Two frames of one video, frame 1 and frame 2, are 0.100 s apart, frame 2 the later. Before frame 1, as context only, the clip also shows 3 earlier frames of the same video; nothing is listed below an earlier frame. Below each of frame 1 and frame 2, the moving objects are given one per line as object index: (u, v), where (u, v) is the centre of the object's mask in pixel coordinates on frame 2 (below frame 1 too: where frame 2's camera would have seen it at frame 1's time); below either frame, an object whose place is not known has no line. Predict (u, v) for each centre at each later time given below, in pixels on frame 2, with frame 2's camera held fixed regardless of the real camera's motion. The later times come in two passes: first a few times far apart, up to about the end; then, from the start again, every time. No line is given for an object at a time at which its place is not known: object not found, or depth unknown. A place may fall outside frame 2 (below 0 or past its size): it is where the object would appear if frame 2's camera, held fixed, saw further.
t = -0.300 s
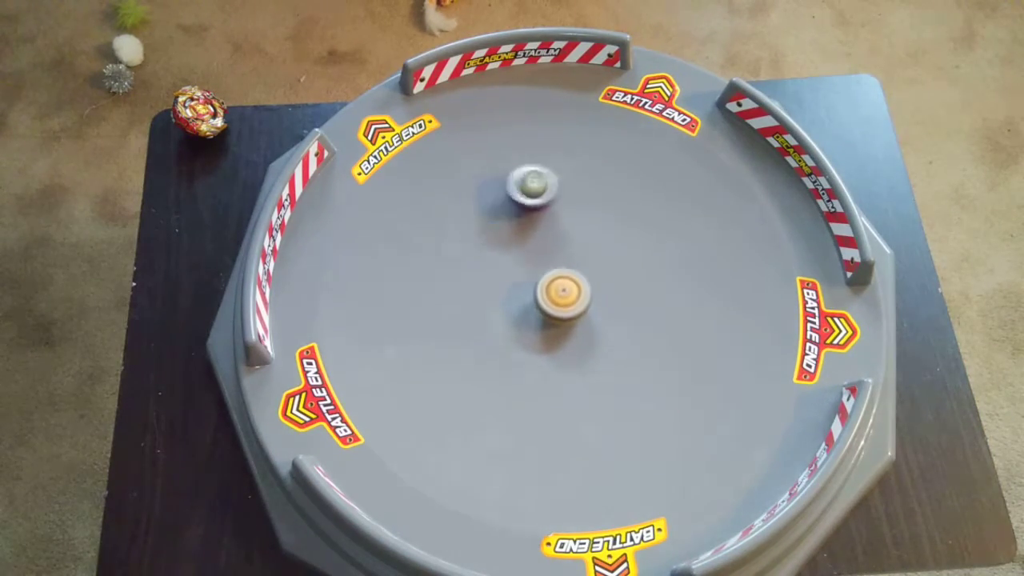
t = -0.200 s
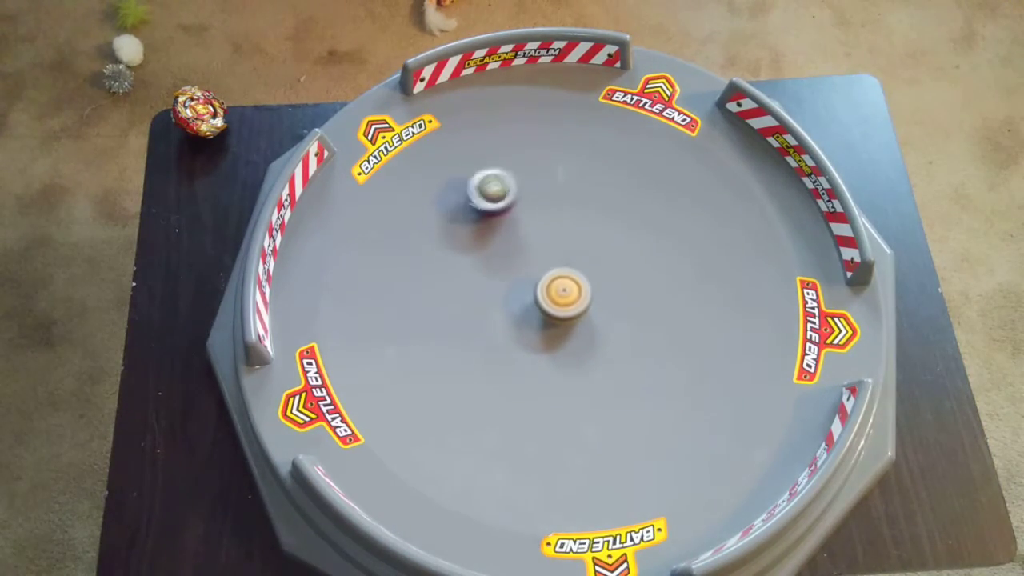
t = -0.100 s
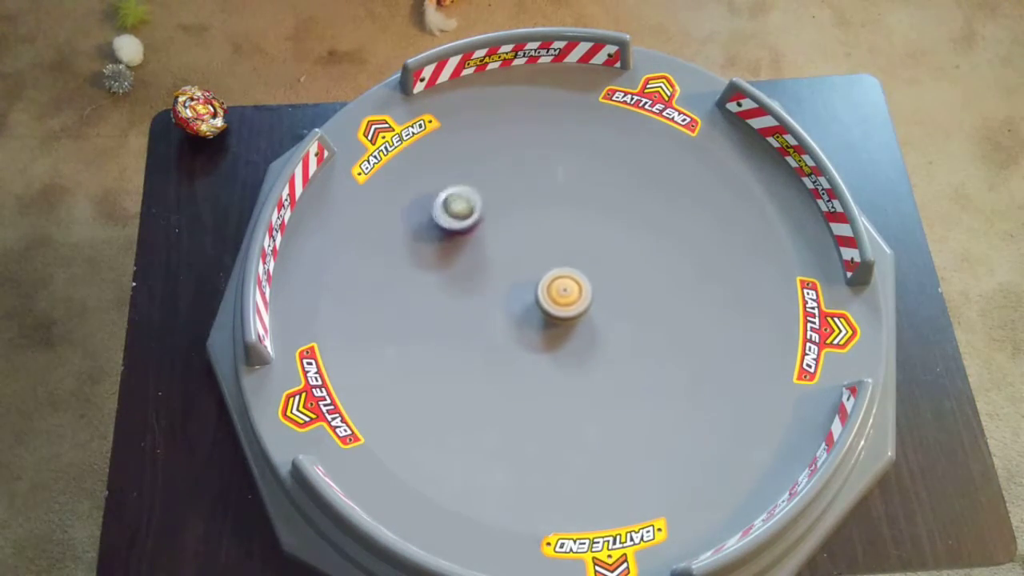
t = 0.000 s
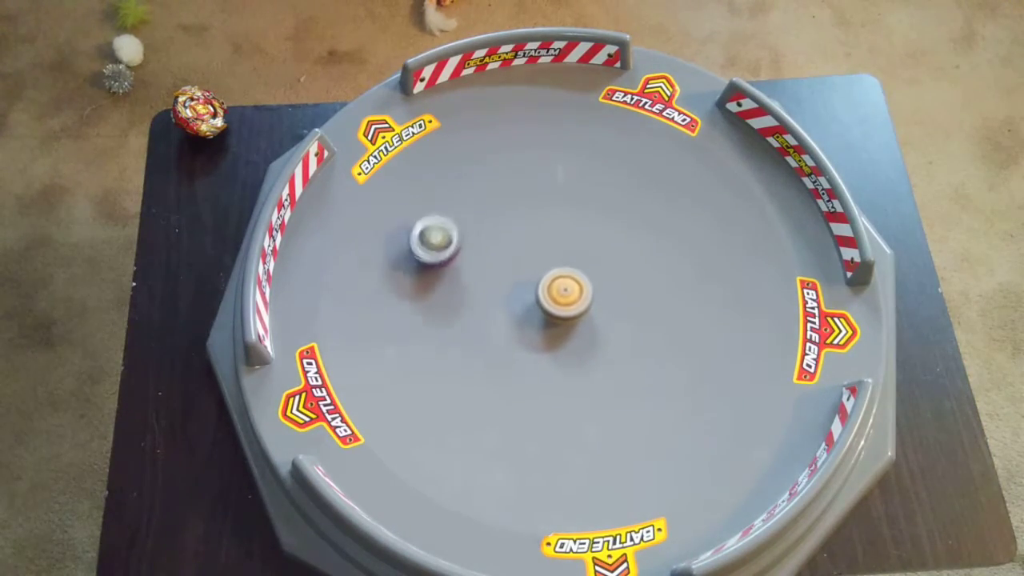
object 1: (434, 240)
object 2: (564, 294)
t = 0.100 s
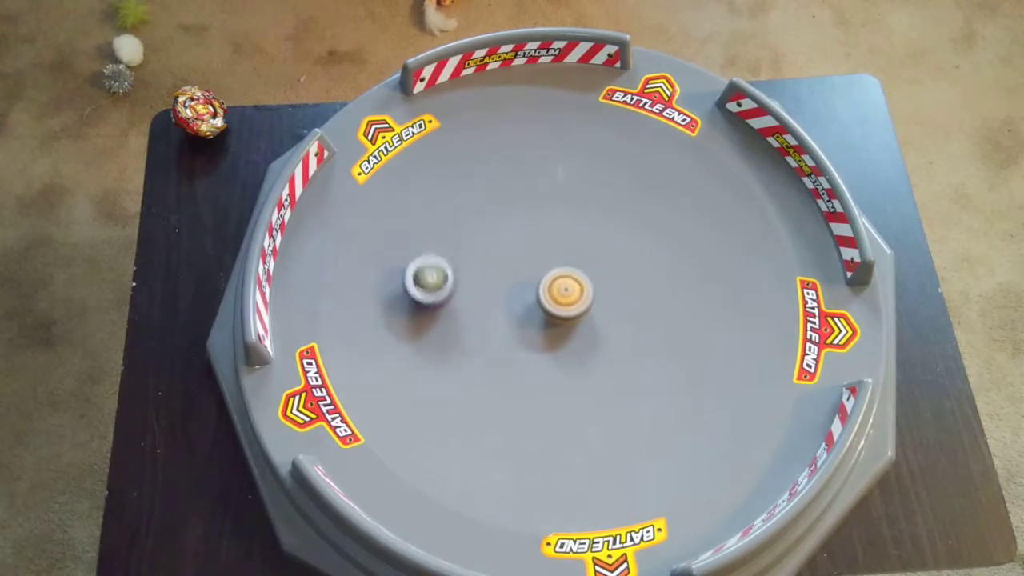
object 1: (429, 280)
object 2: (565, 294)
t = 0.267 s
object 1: (464, 341)
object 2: (566, 295)
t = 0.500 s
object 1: (564, 378)
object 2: (568, 294)
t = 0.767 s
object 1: (673, 341)
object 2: (569, 294)
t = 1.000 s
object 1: (699, 261)
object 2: (570, 295)
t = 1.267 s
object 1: (630, 192)
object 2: (570, 296)
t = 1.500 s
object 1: (538, 206)
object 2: (570, 298)
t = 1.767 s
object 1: (479, 284)
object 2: (569, 298)
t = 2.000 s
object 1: (483, 366)
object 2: (568, 298)
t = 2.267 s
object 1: (563, 423)
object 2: (566, 298)
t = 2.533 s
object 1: (656, 383)
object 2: (565, 297)
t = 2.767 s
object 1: (666, 298)
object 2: (565, 296)
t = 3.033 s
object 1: (608, 223)
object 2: (565, 295)
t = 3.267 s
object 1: (534, 198)
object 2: (565, 295)
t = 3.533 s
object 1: (458, 230)
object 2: (566, 294)
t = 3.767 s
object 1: (449, 299)
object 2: (567, 295)
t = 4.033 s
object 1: (521, 359)
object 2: (568, 295)
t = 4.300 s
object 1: (618, 359)
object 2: (567, 296)
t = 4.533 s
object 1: (678, 315)
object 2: (567, 297)
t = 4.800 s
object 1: (670, 242)
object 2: (566, 298)
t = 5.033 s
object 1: (607, 212)
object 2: (566, 298)
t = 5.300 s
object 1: (528, 239)
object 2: (565, 298)
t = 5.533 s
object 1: (490, 302)
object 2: (564, 298)
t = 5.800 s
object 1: (511, 376)
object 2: (564, 298)
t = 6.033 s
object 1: (576, 399)
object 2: (564, 297)
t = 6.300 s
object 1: (636, 353)
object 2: (564, 297)
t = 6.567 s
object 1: (632, 282)
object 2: (565, 297)
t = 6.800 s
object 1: (590, 233)
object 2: (566, 297)
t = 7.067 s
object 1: (527, 219)
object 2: (567, 298)
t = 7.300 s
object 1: (488, 246)
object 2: (568, 298)
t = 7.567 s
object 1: (491, 299)
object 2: (568, 297)
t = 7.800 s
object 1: (535, 348)
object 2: (576, 290)
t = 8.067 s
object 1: (581, 386)
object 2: (579, 283)
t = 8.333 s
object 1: (628, 367)
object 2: (578, 282)
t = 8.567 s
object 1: (630, 320)
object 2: (575, 283)
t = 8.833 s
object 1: (633, 286)
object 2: (554, 279)
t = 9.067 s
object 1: (608, 265)
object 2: (546, 279)
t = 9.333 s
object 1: (601, 261)
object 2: (515, 285)
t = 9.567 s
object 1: (636, 264)
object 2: (511, 283)
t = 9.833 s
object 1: (662, 274)
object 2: (519, 279)
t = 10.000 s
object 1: (660, 281)
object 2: (527, 279)
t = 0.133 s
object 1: (431, 293)
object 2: (565, 294)
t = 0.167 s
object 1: (436, 306)
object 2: (565, 294)
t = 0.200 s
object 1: (444, 319)
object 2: (566, 295)
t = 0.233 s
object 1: (453, 331)
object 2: (566, 294)
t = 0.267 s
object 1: (464, 341)
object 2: (566, 295)
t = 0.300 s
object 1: (476, 351)
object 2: (566, 294)
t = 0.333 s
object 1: (490, 359)
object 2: (567, 294)
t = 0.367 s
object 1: (504, 366)
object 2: (567, 294)
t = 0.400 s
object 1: (519, 371)
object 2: (567, 294)
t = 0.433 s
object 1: (534, 375)
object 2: (567, 294)
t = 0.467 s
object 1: (550, 377)
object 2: (567, 294)
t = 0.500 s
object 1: (564, 378)
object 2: (568, 294)
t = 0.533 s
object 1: (580, 378)
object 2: (568, 294)
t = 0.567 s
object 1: (595, 377)
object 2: (568, 294)
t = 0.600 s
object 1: (609, 374)
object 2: (568, 294)
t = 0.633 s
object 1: (624, 370)
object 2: (568, 294)
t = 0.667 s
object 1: (638, 365)
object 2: (568, 294)
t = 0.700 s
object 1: (650, 358)
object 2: (569, 294)
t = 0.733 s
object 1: (662, 350)
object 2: (569, 294)
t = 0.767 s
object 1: (673, 341)
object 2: (569, 294)
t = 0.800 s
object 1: (681, 332)
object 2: (569, 295)
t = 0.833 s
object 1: (689, 320)
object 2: (570, 295)
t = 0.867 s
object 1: (694, 309)
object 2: (570, 295)
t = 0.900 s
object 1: (698, 298)
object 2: (570, 295)
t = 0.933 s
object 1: (700, 285)
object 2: (570, 295)
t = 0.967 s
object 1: (701, 273)
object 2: (570, 295)
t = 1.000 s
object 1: (699, 261)
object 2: (570, 295)
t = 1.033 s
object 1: (696, 249)
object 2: (570, 296)
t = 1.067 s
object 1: (691, 238)
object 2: (570, 296)
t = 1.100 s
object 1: (684, 227)
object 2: (570, 296)
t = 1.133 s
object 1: (676, 218)
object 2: (570, 296)
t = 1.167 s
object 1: (666, 209)
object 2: (570, 296)
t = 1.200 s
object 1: (655, 202)
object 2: (570, 296)
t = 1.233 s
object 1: (643, 197)
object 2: (570, 296)
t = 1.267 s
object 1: (630, 192)
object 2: (570, 296)
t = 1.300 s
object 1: (617, 189)
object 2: (570, 296)
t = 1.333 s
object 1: (603, 188)
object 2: (570, 297)
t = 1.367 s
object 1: (590, 188)
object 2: (570, 298)
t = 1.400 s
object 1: (576, 191)
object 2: (570, 298)
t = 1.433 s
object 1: (562, 194)
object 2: (570, 298)
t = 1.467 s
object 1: (550, 199)
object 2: (570, 298)
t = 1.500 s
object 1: (538, 206)
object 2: (570, 298)
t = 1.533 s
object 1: (528, 213)
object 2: (570, 298)
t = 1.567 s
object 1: (517, 221)
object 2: (570, 298)
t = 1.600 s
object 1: (509, 230)
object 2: (570, 298)
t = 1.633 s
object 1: (500, 240)
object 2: (570, 298)
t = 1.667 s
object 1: (493, 250)
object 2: (570, 298)
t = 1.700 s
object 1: (487, 261)
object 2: (570, 298)
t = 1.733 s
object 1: (482, 272)
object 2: (569, 298)
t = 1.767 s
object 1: (479, 284)
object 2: (569, 298)
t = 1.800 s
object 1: (476, 295)
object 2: (569, 298)
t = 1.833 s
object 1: (474, 308)
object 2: (569, 298)
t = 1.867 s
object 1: (474, 320)
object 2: (569, 298)
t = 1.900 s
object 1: (474, 331)
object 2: (569, 298)
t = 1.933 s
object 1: (476, 343)
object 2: (568, 298)
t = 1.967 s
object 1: (479, 354)
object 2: (568, 298)
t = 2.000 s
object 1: (483, 366)
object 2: (568, 298)
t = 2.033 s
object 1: (490, 376)
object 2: (567, 298)
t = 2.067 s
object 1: (496, 386)
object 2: (567, 298)
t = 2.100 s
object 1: (505, 395)
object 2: (567, 298)
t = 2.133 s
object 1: (514, 403)
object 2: (567, 298)
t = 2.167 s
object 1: (525, 411)
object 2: (567, 298)
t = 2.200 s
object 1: (537, 416)
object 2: (566, 298)
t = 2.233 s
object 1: (549, 421)
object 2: (566, 298)
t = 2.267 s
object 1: (563, 423)
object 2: (566, 298)
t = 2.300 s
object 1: (576, 424)
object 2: (566, 298)
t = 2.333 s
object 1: (590, 423)
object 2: (566, 298)
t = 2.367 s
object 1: (603, 421)
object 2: (566, 298)
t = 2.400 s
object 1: (616, 416)
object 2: (566, 297)
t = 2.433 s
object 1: (628, 410)
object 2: (565, 297)
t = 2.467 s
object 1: (639, 402)
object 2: (565, 297)
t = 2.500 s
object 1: (648, 393)
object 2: (565, 297)
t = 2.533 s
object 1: (656, 383)
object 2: (565, 297)
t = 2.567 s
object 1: (663, 372)
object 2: (565, 297)
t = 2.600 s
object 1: (667, 360)
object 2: (565, 297)
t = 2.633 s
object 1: (670, 348)
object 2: (565, 297)
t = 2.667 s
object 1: (672, 335)
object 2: (565, 297)
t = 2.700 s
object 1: (671, 323)
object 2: (565, 297)
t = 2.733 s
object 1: (670, 310)
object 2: (565, 296)
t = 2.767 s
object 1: (666, 298)
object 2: (565, 296)
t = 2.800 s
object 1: (662, 286)
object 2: (565, 296)
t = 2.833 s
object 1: (657, 275)
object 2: (565, 297)
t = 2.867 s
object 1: (651, 264)
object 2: (565, 296)
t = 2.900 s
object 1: (643, 255)
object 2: (565, 296)
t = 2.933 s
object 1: (635, 246)
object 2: (565, 296)
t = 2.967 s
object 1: (627, 237)
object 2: (565, 295)
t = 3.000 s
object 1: (618, 230)
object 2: (565, 295)
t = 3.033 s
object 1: (608, 223)
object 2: (565, 295)
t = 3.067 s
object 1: (599, 217)
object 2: (565, 295)
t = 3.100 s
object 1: (588, 212)
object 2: (566, 295)
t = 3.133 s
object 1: (578, 207)
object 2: (565, 295)
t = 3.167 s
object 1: (567, 203)
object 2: (566, 295)
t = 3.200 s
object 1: (556, 200)
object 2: (566, 295)
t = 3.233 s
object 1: (545, 199)
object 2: (565, 295)
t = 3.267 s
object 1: (534, 198)
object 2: (565, 295)
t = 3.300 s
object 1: (523, 198)
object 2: (565, 295)
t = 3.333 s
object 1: (512, 199)
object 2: (565, 295)
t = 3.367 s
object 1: (501, 202)
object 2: (565, 295)
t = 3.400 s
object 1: (491, 205)
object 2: (565, 295)
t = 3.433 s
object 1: (481, 210)
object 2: (566, 294)
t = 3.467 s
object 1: (472, 216)
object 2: (566, 294)
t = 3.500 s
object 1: (464, 222)
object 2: (566, 294)
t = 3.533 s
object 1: (458, 230)
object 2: (566, 294)
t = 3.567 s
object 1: (452, 239)
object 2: (566, 294)
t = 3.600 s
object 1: (448, 248)
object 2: (567, 294)
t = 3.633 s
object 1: (446, 258)
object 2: (567, 294)
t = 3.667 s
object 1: (444, 268)
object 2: (567, 294)
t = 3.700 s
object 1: (444, 279)
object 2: (567, 295)
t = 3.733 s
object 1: (446, 289)
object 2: (567, 295)
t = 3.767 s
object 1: (449, 299)
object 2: (567, 295)
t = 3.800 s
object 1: (454, 309)
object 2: (567, 295)
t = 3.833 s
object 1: (460, 319)
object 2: (567, 295)
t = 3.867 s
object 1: (469, 328)
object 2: (567, 295)
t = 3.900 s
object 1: (478, 336)
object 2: (567, 295)
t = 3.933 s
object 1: (488, 344)
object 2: (567, 295)
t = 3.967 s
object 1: (498, 349)
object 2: (567, 295)
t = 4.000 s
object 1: (510, 355)
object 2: (567, 295)
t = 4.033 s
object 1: (521, 359)
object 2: (568, 295)
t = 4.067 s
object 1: (534, 361)
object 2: (568, 295)
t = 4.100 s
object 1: (546, 364)
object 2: (568, 295)
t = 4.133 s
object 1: (558, 365)
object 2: (568, 295)
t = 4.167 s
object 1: (571, 366)
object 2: (568, 296)
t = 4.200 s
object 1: (582, 365)
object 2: (568, 296)
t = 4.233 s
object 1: (595, 365)
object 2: (567, 296)
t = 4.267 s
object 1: (607, 363)
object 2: (567, 296)
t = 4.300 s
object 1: (618, 359)
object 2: (567, 296)
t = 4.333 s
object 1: (629, 356)
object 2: (567, 296)
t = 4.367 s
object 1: (639, 351)
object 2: (567, 296)
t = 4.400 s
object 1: (649, 346)
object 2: (567, 296)
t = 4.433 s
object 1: (658, 339)
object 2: (567, 296)
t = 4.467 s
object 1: (666, 332)
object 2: (567, 296)
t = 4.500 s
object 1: (673, 323)
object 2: (567, 296)
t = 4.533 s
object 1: (678, 315)
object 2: (567, 297)
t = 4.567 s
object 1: (682, 306)
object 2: (567, 297)
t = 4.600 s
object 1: (685, 296)
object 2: (567, 297)
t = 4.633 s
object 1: (686, 287)
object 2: (567, 297)
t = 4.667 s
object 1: (685, 277)
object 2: (566, 297)
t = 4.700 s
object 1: (684, 268)
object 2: (566, 298)
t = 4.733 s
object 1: (681, 259)
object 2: (566, 298)
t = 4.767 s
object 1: (676, 250)
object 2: (566, 298)
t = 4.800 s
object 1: (670, 242)
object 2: (566, 298)
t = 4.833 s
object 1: (664, 236)
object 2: (566, 298)
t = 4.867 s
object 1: (656, 229)
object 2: (566, 298)
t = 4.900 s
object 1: (647, 224)
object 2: (566, 298)
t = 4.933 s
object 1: (638, 220)
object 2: (566, 298)
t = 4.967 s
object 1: (628, 216)
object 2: (566, 298)
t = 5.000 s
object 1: (618, 214)
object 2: (566, 298)
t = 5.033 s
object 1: (607, 212)
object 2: (566, 298)
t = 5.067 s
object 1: (596, 213)
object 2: (565, 298)
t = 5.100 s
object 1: (586, 214)
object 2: (565, 298)
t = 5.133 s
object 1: (575, 216)
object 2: (565, 298)
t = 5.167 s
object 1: (565, 219)
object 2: (565, 298)
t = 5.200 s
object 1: (556, 223)
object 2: (565, 298)
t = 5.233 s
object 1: (546, 228)
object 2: (565, 298)
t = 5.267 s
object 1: (537, 233)
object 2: (565, 298)
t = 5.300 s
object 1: (528, 239)
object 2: (565, 298)
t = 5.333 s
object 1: (520, 246)
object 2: (565, 298)
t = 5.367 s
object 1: (512, 255)
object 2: (565, 298)
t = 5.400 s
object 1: (506, 263)
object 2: (564, 298)
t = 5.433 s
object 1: (500, 272)
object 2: (564, 298)
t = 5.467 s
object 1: (496, 282)
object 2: (564, 298)
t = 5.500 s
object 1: (492, 292)
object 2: (564, 298)
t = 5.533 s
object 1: (490, 302)
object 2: (564, 298)
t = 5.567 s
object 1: (488, 312)
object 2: (564, 298)
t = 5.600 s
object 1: (489, 323)
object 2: (564, 298)
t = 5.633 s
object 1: (490, 333)
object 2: (564, 298)
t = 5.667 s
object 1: (493, 342)
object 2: (564, 298)
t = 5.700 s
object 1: (496, 352)
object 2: (564, 298)
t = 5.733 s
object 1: (500, 360)
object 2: (564, 298)
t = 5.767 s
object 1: (504, 368)
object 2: (564, 298)
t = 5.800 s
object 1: (511, 376)
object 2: (564, 298)
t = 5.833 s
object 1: (518, 382)
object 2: (564, 298)
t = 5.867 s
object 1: (526, 388)
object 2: (564, 297)
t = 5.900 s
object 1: (536, 394)
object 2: (564, 297)
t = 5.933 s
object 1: (545, 397)
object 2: (564, 297)
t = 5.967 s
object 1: (555, 399)
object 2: (564, 297)
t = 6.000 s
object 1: (566, 400)
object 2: (564, 297)
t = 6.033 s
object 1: (576, 399)
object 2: (564, 297)
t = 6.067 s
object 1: (586, 397)
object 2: (564, 297)
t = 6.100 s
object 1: (596, 394)
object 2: (564, 297)
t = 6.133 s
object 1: (605, 389)
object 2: (564, 297)
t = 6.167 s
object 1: (613, 384)
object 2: (564, 297)
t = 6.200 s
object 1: (621, 377)
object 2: (564, 297)
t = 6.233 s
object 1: (627, 369)
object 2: (564, 297)
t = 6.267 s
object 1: (632, 362)
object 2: (564, 297)
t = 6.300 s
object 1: (636, 353)
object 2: (564, 297)
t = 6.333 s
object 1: (639, 344)
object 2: (564, 297)
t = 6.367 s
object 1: (640, 335)
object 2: (564, 297)
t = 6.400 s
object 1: (641, 327)
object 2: (565, 297)
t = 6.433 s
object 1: (641, 317)
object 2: (565, 297)
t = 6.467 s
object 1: (640, 309)
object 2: (565, 297)
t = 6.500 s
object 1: (638, 299)
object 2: (565, 297)
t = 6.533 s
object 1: (635, 291)
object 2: (565, 297)
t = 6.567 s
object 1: (632, 282)
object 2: (565, 297)
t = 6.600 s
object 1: (628, 274)
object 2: (565, 297)
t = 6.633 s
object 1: (624, 266)
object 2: (565, 297)
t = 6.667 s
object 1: (618, 258)
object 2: (565, 297)
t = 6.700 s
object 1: (612, 251)
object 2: (566, 297)
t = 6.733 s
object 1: (605, 244)
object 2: (566, 297)
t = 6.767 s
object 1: (598, 238)
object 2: (566, 297)
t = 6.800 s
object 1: (590, 233)
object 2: (566, 297)
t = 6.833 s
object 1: (583, 229)
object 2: (566, 297)
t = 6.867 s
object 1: (575, 225)
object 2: (566, 297)
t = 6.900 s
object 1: (567, 222)
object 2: (567, 297)
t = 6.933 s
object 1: (559, 219)
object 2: (567, 297)
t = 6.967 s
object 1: (551, 218)
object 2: (567, 297)
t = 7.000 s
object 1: (542, 218)
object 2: (567, 297)
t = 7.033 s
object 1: (534, 218)
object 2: (567, 297)
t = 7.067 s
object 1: (527, 219)
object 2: (567, 298)
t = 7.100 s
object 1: (520, 221)
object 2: (568, 298)
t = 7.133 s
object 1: (513, 223)
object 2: (568, 298)
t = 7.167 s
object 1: (507, 227)
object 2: (568, 298)
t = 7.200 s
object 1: (502, 231)
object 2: (568, 298)
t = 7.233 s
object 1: (497, 235)
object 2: (568, 298)
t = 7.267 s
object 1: (493, 240)
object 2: (568, 298)
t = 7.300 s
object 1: (488, 246)
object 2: (568, 298)
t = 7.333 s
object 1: (486, 251)
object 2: (568, 298)
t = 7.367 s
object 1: (484, 257)
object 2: (568, 298)
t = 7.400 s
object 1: (483, 264)
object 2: (568, 298)
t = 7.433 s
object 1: (483, 271)
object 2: (568, 298)
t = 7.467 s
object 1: (483, 277)
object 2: (568, 298)
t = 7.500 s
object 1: (485, 285)
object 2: (568, 297)
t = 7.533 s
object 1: (487, 292)
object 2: (568, 297)
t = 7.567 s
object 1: (491, 299)
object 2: (568, 297)
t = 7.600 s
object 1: (496, 307)
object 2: (568, 297)
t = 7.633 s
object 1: (502, 313)
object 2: (568, 297)
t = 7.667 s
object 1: (510, 320)
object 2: (568, 297)
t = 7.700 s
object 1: (519, 326)
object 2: (568, 297)
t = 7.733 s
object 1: (527, 331)
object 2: (569, 297)
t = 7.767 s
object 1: (531, 339)
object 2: (573, 293)
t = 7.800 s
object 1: (535, 348)
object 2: (576, 290)
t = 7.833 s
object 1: (539, 355)
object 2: (578, 288)
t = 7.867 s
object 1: (545, 362)
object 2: (578, 286)
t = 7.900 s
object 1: (551, 368)
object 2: (579, 285)
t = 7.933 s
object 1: (557, 373)
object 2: (579, 284)
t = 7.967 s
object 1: (562, 377)
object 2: (578, 284)
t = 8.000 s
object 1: (568, 381)
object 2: (579, 284)
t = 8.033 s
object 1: (575, 384)
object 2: (579, 283)
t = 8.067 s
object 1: (581, 386)
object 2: (579, 283)
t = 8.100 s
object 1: (588, 387)
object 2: (579, 282)
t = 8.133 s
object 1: (595, 387)
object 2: (579, 282)
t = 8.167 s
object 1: (602, 386)
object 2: (578, 282)
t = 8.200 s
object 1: (608, 384)
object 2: (578, 282)
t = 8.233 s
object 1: (615, 381)
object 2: (578, 282)
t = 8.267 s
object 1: (620, 377)
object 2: (578, 281)
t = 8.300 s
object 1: (624, 372)
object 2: (578, 281)
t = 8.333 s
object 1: (628, 367)
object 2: (578, 282)
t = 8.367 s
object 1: (631, 361)
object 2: (577, 282)
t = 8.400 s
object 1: (633, 355)
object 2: (577, 282)
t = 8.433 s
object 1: (634, 348)
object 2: (577, 282)
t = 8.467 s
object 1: (634, 341)
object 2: (576, 282)
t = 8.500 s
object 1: (633, 335)
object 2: (576, 282)
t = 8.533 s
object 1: (632, 327)
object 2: (576, 283)
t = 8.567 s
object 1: (630, 320)
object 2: (575, 283)
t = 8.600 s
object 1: (628, 313)
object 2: (575, 283)
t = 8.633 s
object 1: (626, 307)
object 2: (573, 283)
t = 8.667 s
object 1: (629, 304)
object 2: (567, 280)
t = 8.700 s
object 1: (631, 301)
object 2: (562, 278)
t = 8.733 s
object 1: (633, 297)
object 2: (559, 278)
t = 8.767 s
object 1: (634, 293)
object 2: (556, 278)
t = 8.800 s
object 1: (634, 289)
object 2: (555, 278)
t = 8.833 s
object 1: (633, 286)
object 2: (554, 279)
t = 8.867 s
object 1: (631, 282)
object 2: (553, 279)
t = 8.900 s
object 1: (630, 278)
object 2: (551, 279)
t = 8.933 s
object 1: (627, 275)
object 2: (550, 279)
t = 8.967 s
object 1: (623, 272)
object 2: (549, 279)
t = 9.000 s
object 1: (619, 269)
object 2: (548, 279)
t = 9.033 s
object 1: (614, 267)
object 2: (547, 279)
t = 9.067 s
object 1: (608, 265)
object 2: (546, 279)
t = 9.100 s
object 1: (602, 264)
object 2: (545, 279)
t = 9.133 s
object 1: (598, 263)
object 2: (540, 279)
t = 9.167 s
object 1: (595, 262)
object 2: (536, 279)
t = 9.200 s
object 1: (591, 261)
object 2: (534, 280)
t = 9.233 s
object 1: (587, 262)
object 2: (533, 280)
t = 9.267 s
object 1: (589, 262)
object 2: (526, 282)
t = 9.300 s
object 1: (595, 262)
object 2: (519, 283)
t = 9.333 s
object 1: (601, 261)
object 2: (515, 285)
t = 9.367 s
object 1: (606, 261)
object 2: (513, 286)
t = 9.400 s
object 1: (612, 260)
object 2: (512, 286)
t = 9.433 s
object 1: (617, 261)
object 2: (512, 286)
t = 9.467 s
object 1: (622, 261)
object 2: (511, 285)
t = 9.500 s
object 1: (628, 262)
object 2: (511, 285)
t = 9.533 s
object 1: (632, 263)
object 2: (511, 284)
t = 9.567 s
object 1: (636, 264)
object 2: (511, 283)
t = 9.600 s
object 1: (641, 265)
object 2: (512, 283)
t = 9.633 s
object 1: (645, 266)
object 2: (512, 282)
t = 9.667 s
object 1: (649, 268)
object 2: (513, 281)
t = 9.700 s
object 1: (652, 269)
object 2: (514, 280)
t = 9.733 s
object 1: (655, 270)
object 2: (515, 280)
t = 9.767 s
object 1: (658, 272)
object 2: (516, 279)
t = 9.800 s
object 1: (661, 273)
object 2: (517, 279)
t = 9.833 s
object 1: (662, 274)
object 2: (519, 279)
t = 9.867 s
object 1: (663, 275)
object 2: (520, 278)
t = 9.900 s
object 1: (663, 277)
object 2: (522, 278)
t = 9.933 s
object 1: (662, 278)
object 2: (524, 278)
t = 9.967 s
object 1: (661, 280)
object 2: (525, 278)
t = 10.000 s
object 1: (660, 281)
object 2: (527, 279)
